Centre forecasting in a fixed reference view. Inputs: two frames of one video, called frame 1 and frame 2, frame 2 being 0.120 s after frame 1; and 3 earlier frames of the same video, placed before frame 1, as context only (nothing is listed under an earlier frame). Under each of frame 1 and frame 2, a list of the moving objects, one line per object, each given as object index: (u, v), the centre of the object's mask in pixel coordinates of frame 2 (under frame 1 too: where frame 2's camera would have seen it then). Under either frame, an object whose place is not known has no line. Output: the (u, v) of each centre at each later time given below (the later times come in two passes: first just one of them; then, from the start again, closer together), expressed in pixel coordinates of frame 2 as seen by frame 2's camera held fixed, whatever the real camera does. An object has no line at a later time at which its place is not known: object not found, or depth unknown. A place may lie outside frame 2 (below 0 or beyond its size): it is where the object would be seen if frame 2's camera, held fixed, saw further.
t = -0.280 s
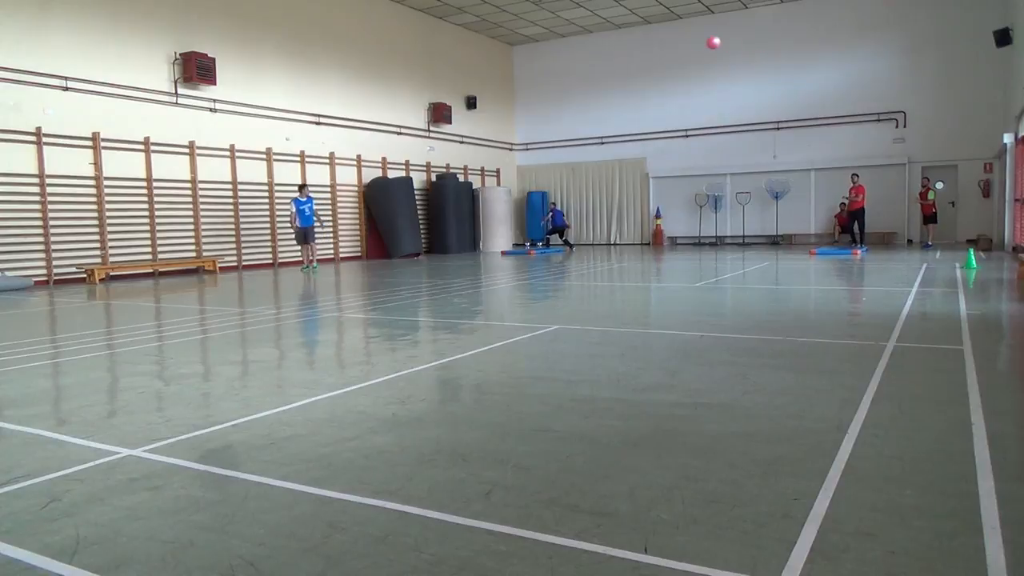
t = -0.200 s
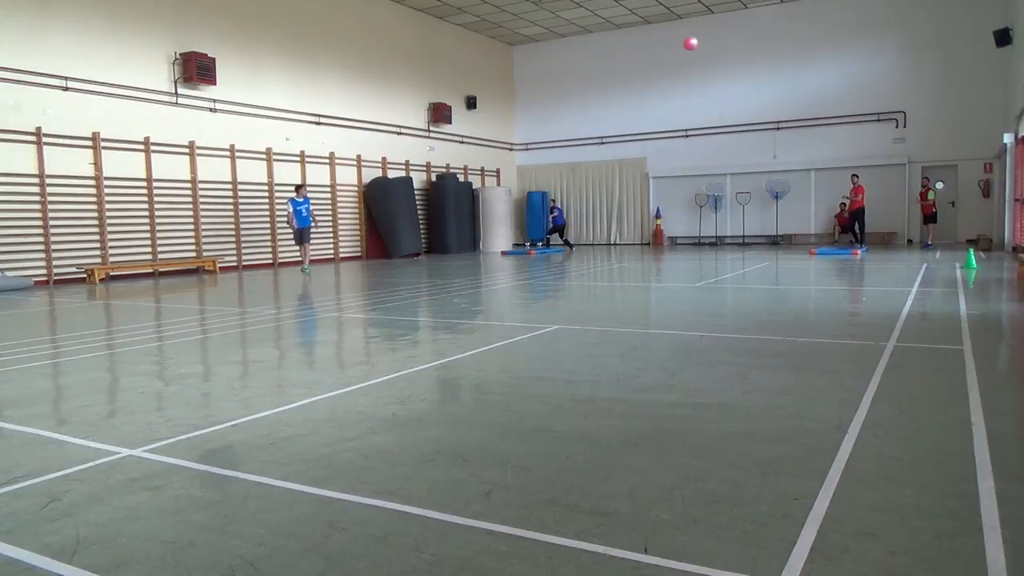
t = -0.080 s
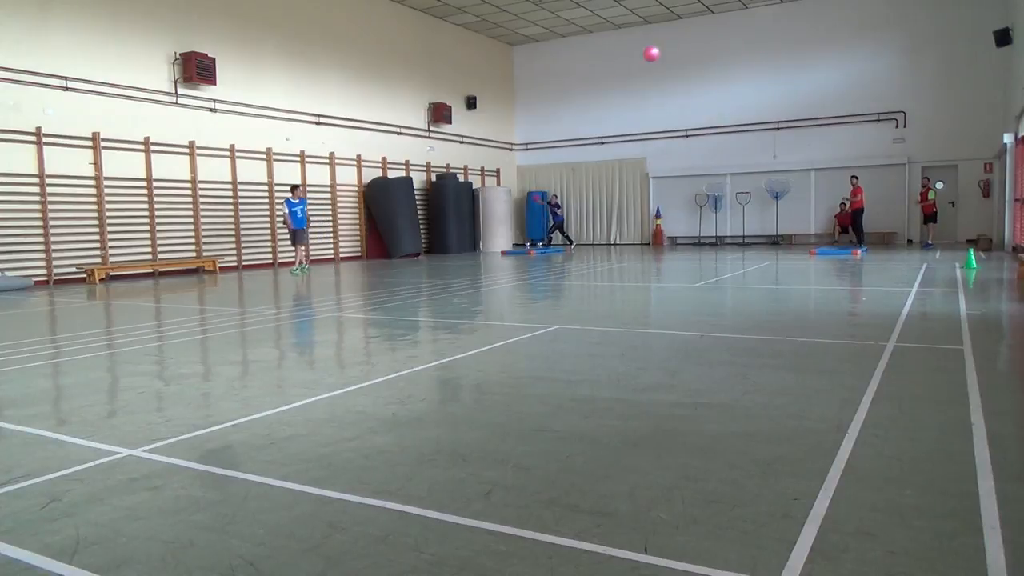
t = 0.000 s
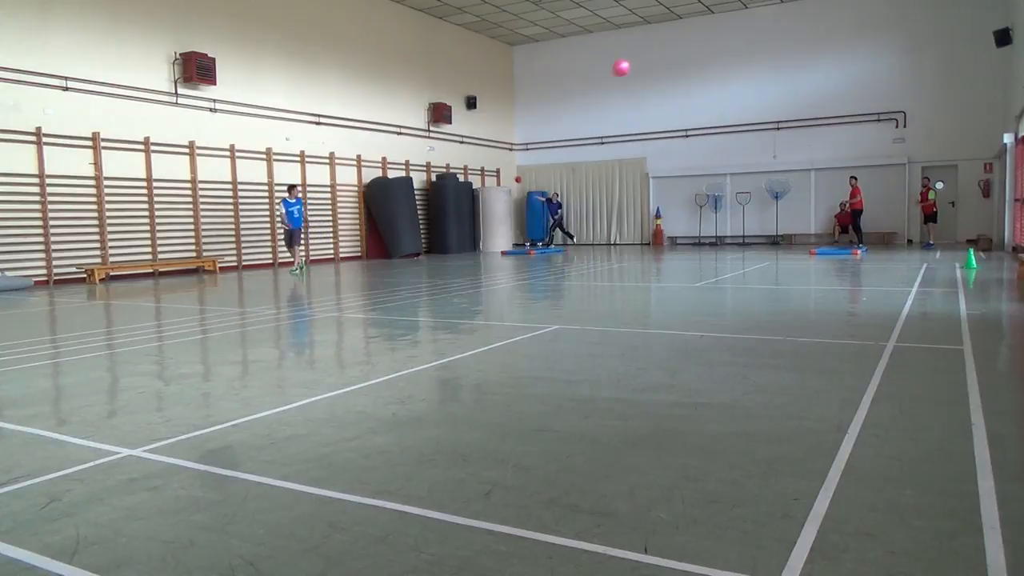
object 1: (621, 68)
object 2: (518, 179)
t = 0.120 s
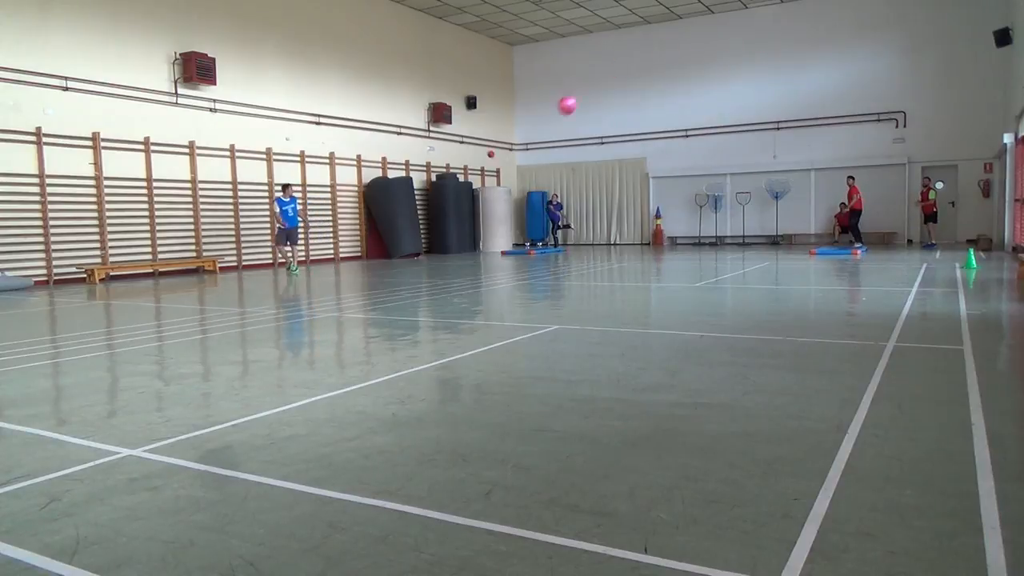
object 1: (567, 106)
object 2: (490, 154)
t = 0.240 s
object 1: (500, 166)
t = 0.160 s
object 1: (546, 122)
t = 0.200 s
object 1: (524, 143)
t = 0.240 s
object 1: (500, 166)
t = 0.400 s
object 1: (380, 306)
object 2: (418, 105)
